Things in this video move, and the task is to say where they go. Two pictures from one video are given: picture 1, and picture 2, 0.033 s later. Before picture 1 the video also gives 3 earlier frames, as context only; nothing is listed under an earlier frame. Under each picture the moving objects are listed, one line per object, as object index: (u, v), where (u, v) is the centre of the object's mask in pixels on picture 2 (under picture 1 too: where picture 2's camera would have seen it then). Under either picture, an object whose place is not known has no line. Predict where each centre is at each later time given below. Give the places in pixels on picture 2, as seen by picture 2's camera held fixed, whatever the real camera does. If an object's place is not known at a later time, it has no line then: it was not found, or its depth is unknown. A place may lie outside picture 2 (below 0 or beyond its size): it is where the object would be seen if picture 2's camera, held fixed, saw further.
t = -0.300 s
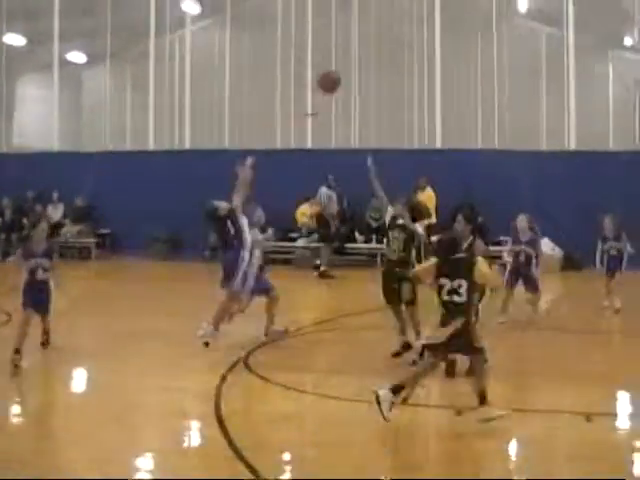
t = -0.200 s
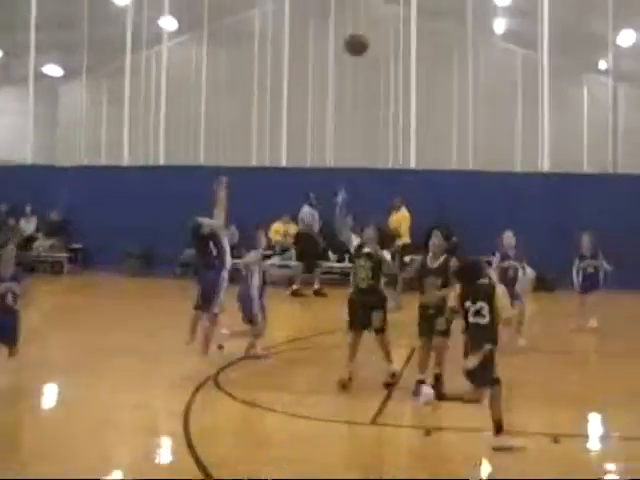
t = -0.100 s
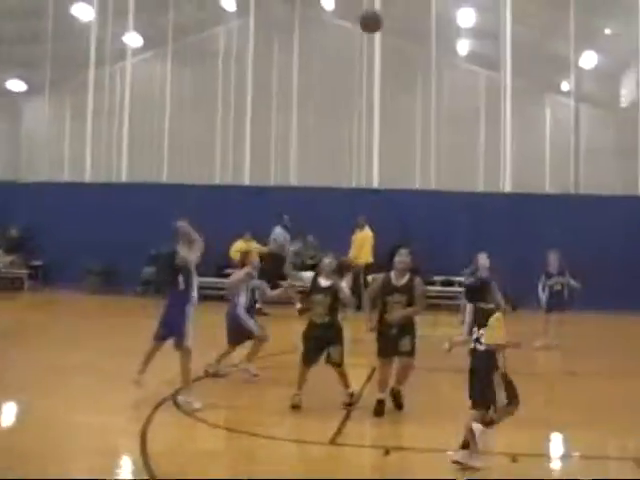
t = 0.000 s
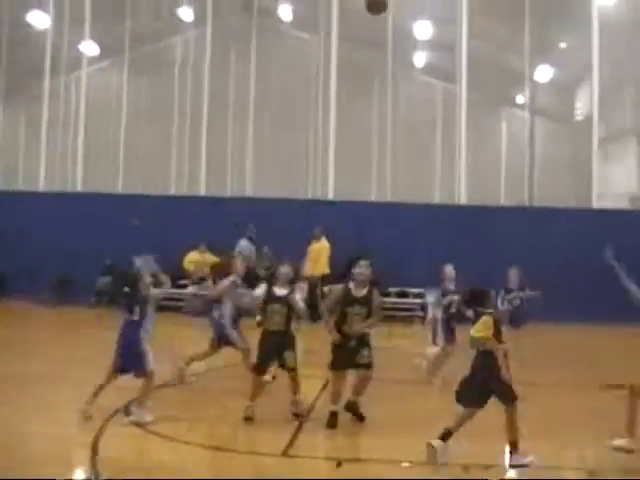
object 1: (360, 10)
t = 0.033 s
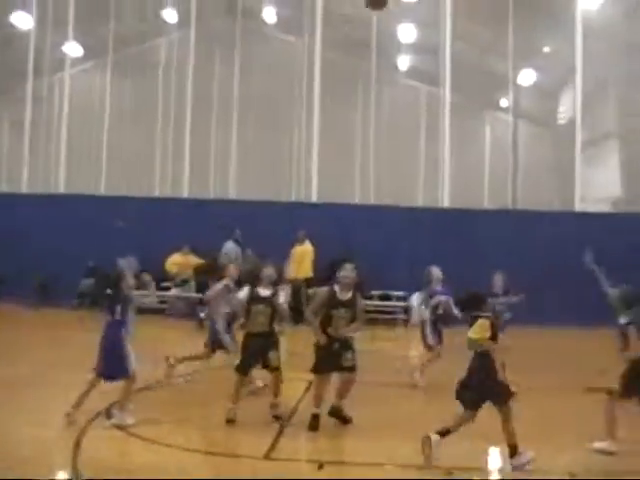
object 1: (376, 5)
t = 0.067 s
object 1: (391, 0)
